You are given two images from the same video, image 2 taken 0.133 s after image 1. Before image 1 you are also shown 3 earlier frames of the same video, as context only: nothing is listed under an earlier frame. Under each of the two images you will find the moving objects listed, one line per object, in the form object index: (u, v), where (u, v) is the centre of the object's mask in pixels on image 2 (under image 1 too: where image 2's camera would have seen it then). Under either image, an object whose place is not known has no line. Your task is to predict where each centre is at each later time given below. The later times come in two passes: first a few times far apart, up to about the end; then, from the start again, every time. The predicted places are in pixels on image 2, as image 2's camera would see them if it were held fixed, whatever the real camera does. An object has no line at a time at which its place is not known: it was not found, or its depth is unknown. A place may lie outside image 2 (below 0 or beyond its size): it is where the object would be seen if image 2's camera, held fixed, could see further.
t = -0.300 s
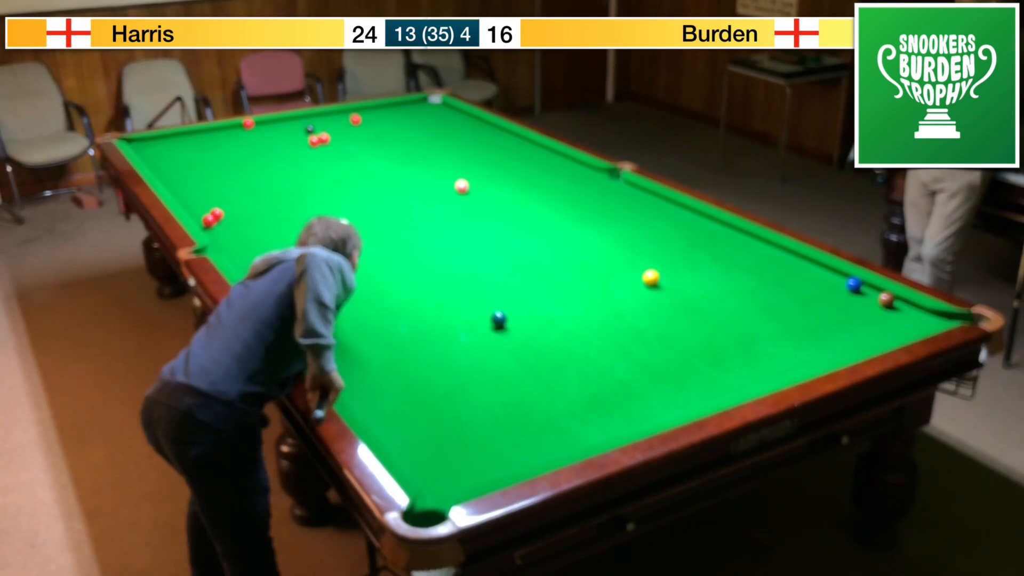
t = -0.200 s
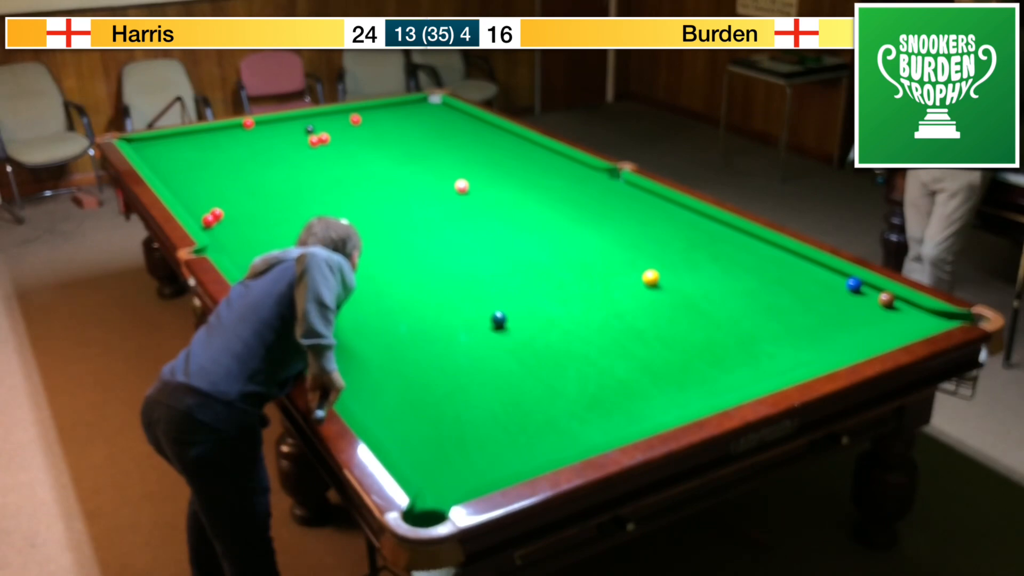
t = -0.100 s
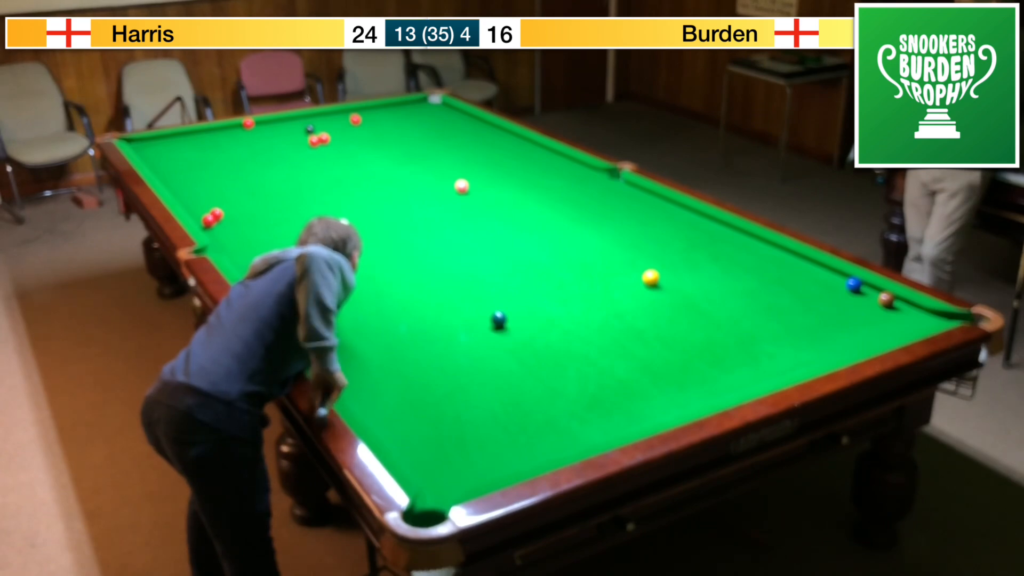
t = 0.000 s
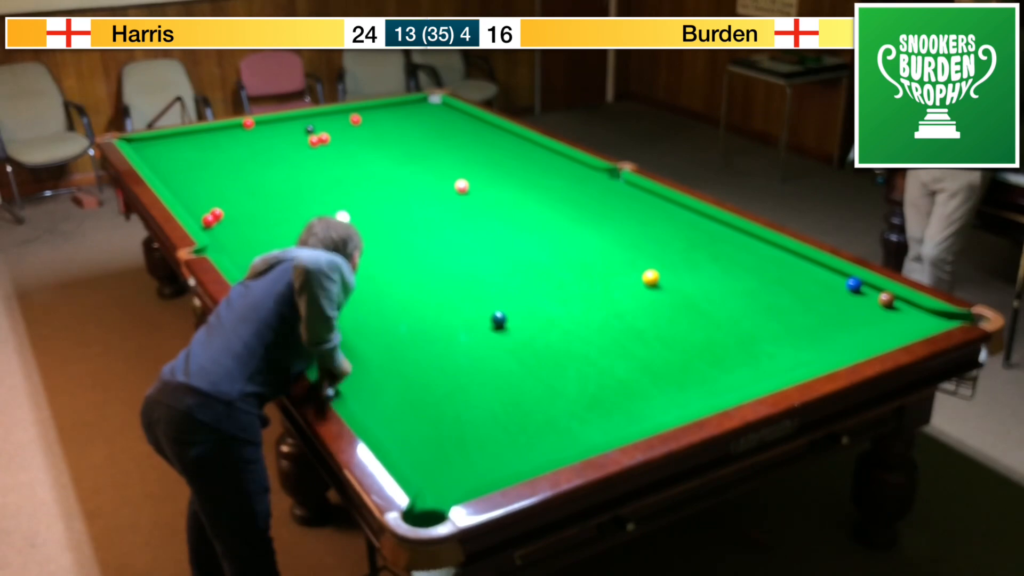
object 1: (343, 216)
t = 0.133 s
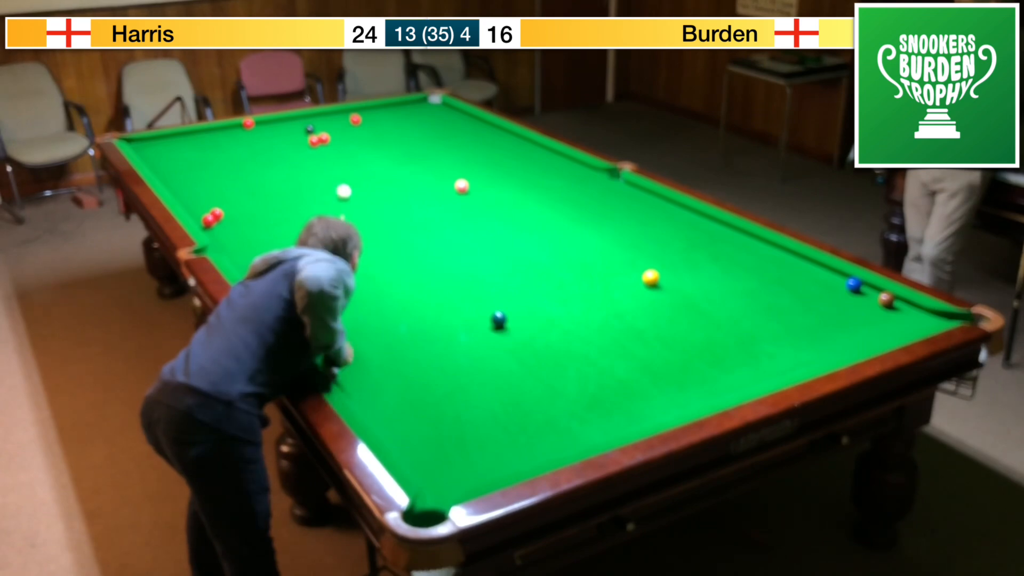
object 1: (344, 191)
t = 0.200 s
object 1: (344, 180)
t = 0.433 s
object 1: (346, 150)
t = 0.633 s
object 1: (347, 129)
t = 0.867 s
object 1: (328, 113)
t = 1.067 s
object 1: (335, 119)
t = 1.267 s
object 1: (346, 127)
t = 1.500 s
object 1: (358, 137)
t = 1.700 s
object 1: (369, 146)
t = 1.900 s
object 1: (380, 155)
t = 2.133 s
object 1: (394, 165)
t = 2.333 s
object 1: (406, 175)
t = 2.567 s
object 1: (420, 187)
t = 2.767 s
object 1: (432, 197)
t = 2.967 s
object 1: (445, 208)
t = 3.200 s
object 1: (461, 221)
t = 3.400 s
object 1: (474, 232)
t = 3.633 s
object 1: (490, 245)
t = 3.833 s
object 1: (505, 257)
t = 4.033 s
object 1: (519, 269)
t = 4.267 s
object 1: (536, 283)
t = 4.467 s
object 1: (551, 295)
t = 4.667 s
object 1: (565, 308)
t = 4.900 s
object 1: (582, 322)
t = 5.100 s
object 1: (597, 335)
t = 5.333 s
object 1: (613, 350)
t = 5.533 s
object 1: (627, 363)
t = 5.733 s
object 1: (641, 375)
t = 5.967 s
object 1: (656, 388)
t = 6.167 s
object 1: (669, 398)
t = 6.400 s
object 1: (678, 404)
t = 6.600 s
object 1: (669, 401)
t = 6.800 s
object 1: (662, 397)
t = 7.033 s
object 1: (655, 393)
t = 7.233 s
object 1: (651, 391)
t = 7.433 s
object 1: (648, 388)
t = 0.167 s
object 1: (344, 186)
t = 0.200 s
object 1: (344, 180)
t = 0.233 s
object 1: (344, 175)
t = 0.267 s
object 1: (345, 171)
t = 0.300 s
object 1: (345, 166)
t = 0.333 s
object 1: (345, 162)
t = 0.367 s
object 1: (345, 158)
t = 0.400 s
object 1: (345, 154)
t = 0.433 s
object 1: (346, 150)
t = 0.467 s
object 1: (346, 147)
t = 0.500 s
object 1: (346, 143)
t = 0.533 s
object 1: (346, 139)
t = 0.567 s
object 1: (346, 136)
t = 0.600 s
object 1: (347, 133)
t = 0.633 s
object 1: (347, 129)
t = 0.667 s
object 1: (347, 126)
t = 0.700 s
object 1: (347, 123)
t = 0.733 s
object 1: (345, 120)
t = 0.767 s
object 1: (341, 119)
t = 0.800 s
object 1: (336, 117)
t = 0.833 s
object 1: (332, 115)
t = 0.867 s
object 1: (328, 113)
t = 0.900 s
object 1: (325, 112)
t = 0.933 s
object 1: (327, 113)
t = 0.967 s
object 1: (329, 115)
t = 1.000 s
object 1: (331, 116)
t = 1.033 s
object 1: (333, 118)
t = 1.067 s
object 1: (335, 119)
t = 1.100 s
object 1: (337, 120)
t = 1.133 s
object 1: (339, 122)
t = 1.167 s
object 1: (340, 123)
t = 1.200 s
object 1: (342, 124)
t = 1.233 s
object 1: (344, 126)
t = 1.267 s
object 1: (346, 127)
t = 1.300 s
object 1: (347, 129)
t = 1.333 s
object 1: (349, 130)
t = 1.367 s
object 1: (351, 131)
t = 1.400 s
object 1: (353, 133)
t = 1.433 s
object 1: (354, 134)
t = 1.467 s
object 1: (356, 136)
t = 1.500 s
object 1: (358, 137)
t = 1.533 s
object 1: (360, 138)
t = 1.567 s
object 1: (362, 140)
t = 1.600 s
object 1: (364, 141)
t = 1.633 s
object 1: (366, 143)
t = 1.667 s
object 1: (367, 144)
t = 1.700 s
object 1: (369, 146)
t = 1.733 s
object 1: (371, 147)
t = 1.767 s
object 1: (373, 149)
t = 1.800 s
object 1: (375, 150)
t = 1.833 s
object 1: (377, 152)
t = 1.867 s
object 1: (378, 153)
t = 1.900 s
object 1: (380, 155)
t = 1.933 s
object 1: (382, 156)
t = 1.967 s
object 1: (384, 158)
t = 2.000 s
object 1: (386, 159)
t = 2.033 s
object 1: (388, 161)
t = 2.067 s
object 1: (390, 163)
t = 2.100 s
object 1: (392, 164)
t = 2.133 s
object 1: (394, 165)
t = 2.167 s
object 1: (396, 167)
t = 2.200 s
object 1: (398, 169)
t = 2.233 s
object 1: (400, 170)
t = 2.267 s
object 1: (402, 172)
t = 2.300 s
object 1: (404, 174)
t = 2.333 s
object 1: (406, 175)
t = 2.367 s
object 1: (408, 177)
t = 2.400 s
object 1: (410, 179)
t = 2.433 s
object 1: (412, 180)
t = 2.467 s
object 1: (414, 182)
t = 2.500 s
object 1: (416, 184)
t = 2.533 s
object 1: (418, 185)
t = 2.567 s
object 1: (420, 187)
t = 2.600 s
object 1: (422, 189)
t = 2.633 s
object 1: (424, 190)
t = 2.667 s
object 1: (426, 192)
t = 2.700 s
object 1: (428, 194)
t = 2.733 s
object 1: (430, 196)
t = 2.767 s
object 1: (432, 197)
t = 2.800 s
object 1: (435, 199)
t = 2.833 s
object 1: (437, 201)
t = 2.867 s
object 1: (439, 202)
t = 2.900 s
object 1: (441, 204)
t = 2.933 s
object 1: (443, 206)
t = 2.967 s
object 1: (445, 208)
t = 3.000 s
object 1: (447, 210)
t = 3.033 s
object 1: (450, 212)
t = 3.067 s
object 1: (452, 213)
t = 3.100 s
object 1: (454, 215)
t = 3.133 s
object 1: (456, 217)
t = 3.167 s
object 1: (459, 219)
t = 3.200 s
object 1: (461, 221)
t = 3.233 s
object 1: (463, 223)
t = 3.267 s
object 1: (465, 224)
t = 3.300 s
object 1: (468, 226)
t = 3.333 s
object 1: (470, 228)
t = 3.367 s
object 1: (472, 230)
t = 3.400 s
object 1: (474, 232)
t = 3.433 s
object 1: (477, 234)
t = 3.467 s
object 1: (479, 236)
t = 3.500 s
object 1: (481, 237)
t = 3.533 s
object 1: (484, 239)
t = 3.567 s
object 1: (486, 241)
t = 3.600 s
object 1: (488, 243)
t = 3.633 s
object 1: (490, 245)
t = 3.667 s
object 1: (493, 247)
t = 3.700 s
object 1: (495, 249)
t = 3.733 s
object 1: (498, 251)
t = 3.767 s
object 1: (500, 253)
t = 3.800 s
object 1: (502, 255)
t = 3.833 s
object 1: (505, 257)
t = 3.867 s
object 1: (507, 259)
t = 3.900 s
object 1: (510, 260)
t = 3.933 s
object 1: (512, 263)
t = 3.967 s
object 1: (514, 265)
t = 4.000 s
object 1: (517, 267)
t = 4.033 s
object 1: (519, 269)
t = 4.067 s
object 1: (522, 271)
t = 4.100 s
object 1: (524, 273)
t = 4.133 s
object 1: (527, 275)
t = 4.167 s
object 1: (529, 277)
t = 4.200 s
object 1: (531, 279)
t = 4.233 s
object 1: (534, 281)
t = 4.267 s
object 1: (536, 283)
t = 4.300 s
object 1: (539, 285)
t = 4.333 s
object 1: (541, 287)
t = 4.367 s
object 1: (544, 289)
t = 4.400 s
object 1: (546, 291)
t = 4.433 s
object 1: (548, 293)
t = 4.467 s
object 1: (551, 295)
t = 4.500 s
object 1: (553, 297)
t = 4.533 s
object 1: (556, 299)
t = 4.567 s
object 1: (558, 301)
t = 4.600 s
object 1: (561, 304)
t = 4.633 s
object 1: (563, 305)
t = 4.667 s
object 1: (565, 308)
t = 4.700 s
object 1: (568, 310)
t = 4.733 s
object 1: (570, 312)
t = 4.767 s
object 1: (572, 314)
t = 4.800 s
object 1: (575, 316)
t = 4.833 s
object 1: (577, 318)
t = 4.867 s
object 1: (580, 320)
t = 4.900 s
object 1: (582, 322)
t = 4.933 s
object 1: (585, 325)
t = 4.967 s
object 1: (587, 327)
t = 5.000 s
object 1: (590, 329)
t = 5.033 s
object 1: (592, 331)
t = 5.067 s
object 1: (595, 333)
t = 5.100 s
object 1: (597, 335)
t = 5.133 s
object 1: (599, 337)
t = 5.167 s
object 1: (602, 339)
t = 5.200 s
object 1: (604, 342)
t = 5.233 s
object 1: (606, 344)
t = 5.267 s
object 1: (609, 346)
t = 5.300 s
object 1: (611, 348)
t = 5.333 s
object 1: (613, 350)
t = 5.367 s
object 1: (616, 352)
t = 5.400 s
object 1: (618, 354)
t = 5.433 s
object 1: (620, 356)
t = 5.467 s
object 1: (623, 358)
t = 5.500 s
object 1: (625, 360)
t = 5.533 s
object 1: (627, 363)
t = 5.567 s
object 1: (630, 365)
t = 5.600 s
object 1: (632, 366)
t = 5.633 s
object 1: (634, 369)
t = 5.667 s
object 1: (637, 371)
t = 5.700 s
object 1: (639, 372)
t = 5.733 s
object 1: (641, 375)
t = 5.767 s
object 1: (643, 376)
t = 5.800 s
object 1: (646, 378)
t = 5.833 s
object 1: (648, 380)
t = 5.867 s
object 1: (650, 382)
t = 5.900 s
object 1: (652, 384)
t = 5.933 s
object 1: (654, 386)
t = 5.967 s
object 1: (656, 388)
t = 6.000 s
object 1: (658, 389)
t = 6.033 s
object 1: (660, 392)
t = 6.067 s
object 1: (662, 393)
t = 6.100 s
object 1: (664, 395)
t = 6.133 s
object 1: (667, 397)
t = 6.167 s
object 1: (669, 398)
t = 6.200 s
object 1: (670, 400)
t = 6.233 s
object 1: (673, 402)
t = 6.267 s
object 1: (674, 402)
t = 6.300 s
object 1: (676, 403)
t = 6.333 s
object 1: (678, 404)
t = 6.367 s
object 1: (679, 405)
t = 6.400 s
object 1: (678, 404)
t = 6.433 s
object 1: (676, 404)
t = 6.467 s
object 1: (674, 403)
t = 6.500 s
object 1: (673, 403)
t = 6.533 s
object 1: (672, 402)
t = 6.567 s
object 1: (670, 402)
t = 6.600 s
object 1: (669, 401)
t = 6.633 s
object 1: (668, 401)
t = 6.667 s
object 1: (667, 400)
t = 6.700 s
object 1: (666, 399)
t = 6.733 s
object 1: (664, 399)
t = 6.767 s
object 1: (664, 397)
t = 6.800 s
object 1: (662, 397)
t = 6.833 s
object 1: (661, 396)
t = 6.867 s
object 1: (660, 396)
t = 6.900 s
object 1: (659, 395)
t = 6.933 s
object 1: (658, 394)
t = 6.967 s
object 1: (657, 394)
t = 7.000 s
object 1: (656, 393)
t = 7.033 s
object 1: (655, 393)
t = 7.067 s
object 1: (655, 393)
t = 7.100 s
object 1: (654, 392)
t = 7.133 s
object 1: (653, 392)
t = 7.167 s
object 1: (652, 391)
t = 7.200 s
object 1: (652, 391)
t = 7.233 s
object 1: (651, 391)
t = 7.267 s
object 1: (650, 390)
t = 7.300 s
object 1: (650, 390)
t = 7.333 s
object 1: (649, 389)
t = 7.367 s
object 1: (649, 389)
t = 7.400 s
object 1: (648, 389)
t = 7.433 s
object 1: (648, 388)
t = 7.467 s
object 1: (647, 388)
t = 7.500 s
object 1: (647, 388)
